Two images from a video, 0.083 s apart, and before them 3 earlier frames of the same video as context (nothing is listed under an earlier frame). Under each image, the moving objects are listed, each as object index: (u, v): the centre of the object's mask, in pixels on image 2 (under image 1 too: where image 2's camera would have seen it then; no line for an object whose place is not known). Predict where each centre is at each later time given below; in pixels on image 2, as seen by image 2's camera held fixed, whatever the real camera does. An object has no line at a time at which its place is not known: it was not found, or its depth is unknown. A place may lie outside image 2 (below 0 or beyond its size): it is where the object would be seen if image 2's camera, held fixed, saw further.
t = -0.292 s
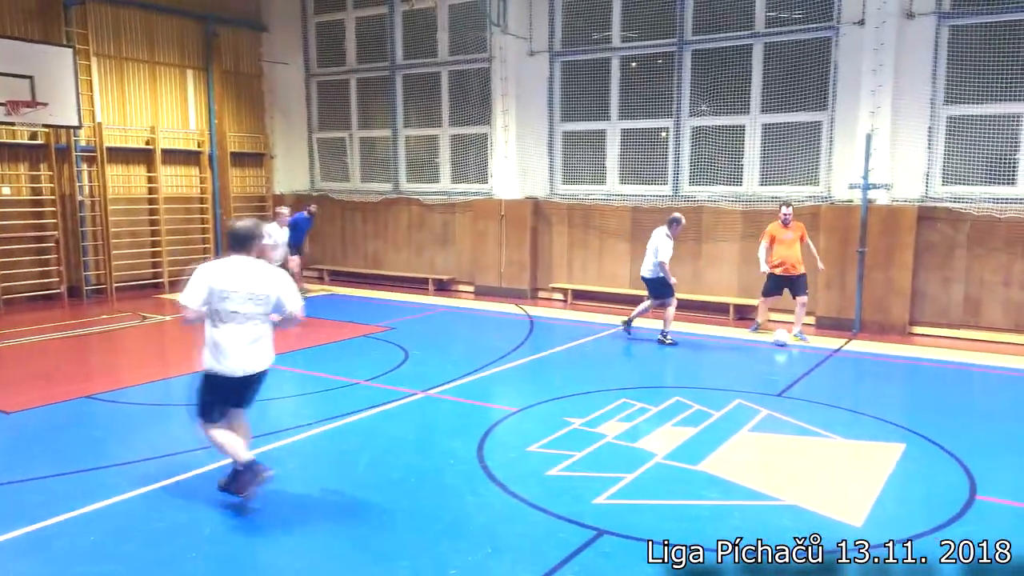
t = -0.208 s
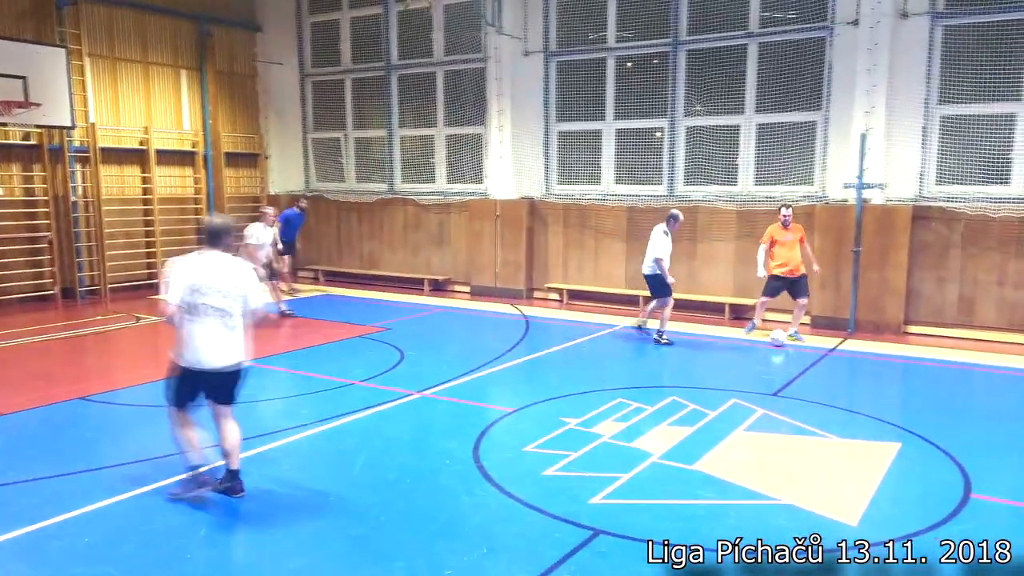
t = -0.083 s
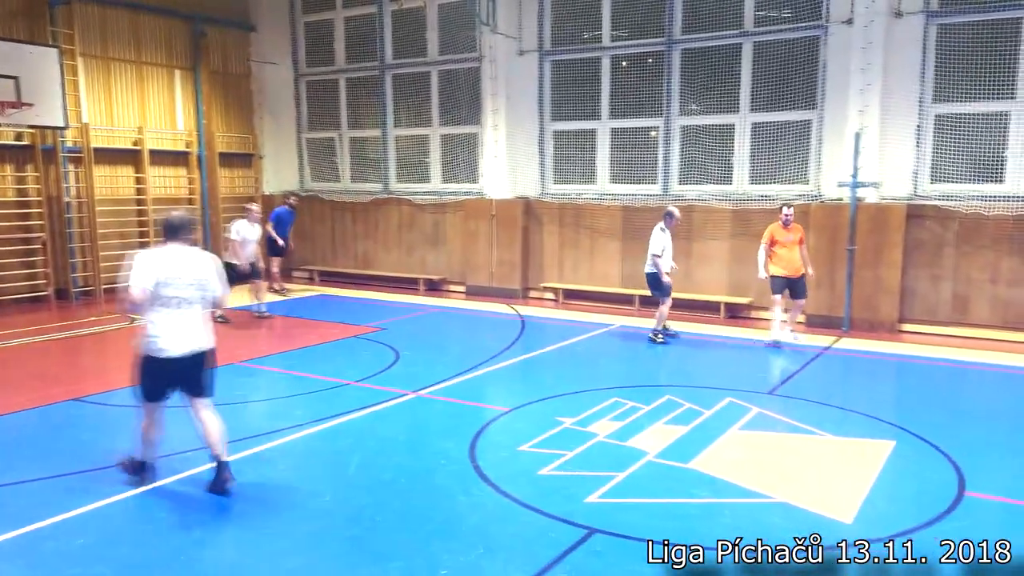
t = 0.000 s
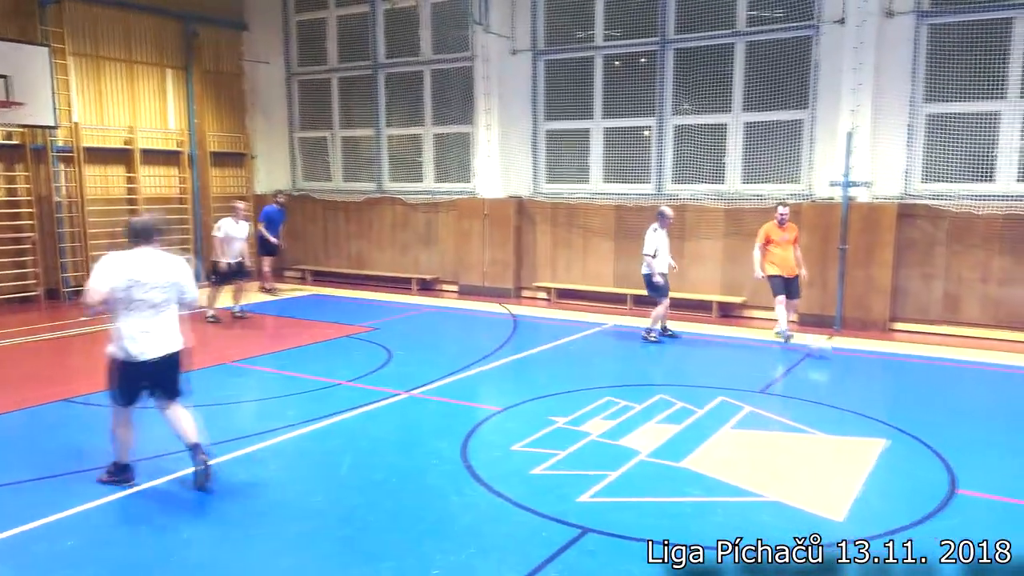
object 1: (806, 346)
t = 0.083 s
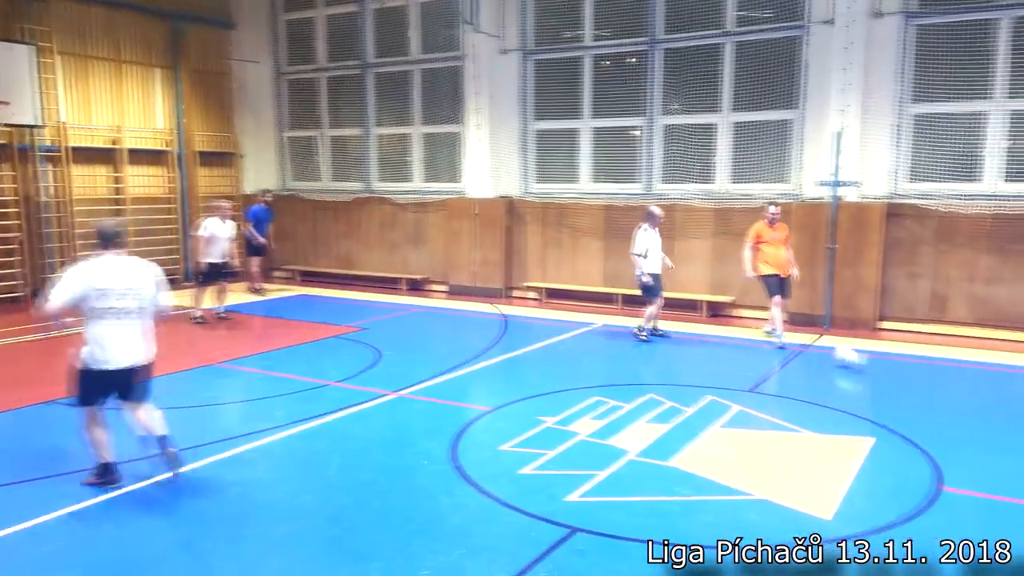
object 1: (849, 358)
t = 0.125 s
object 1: (870, 364)
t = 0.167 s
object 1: (894, 370)
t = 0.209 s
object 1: (914, 376)
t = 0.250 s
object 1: (933, 381)
